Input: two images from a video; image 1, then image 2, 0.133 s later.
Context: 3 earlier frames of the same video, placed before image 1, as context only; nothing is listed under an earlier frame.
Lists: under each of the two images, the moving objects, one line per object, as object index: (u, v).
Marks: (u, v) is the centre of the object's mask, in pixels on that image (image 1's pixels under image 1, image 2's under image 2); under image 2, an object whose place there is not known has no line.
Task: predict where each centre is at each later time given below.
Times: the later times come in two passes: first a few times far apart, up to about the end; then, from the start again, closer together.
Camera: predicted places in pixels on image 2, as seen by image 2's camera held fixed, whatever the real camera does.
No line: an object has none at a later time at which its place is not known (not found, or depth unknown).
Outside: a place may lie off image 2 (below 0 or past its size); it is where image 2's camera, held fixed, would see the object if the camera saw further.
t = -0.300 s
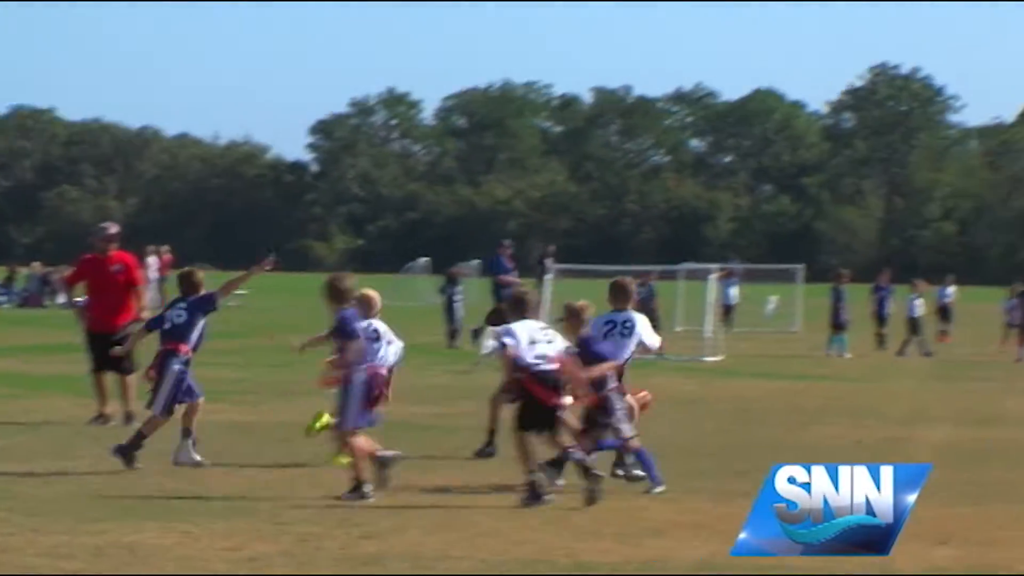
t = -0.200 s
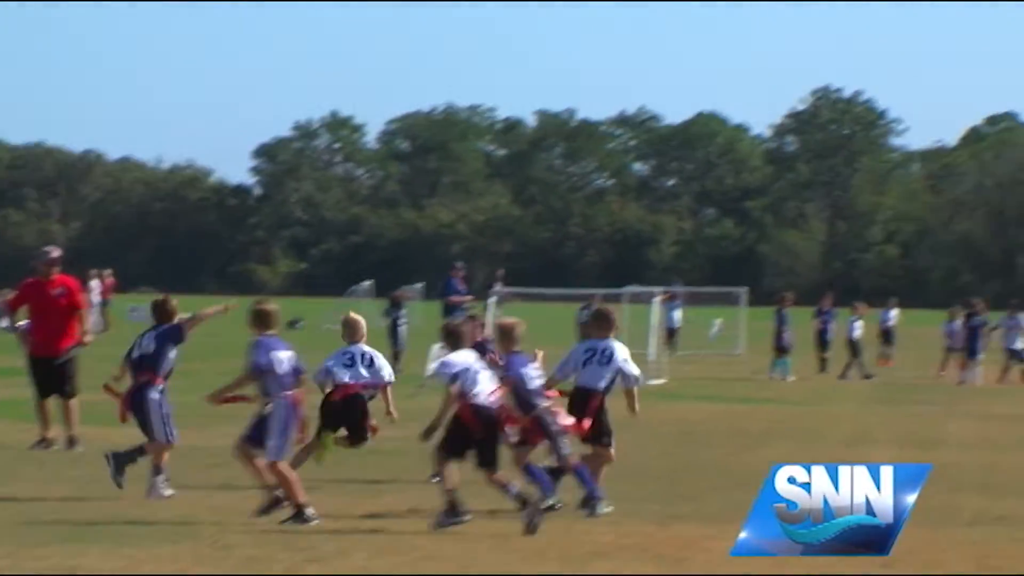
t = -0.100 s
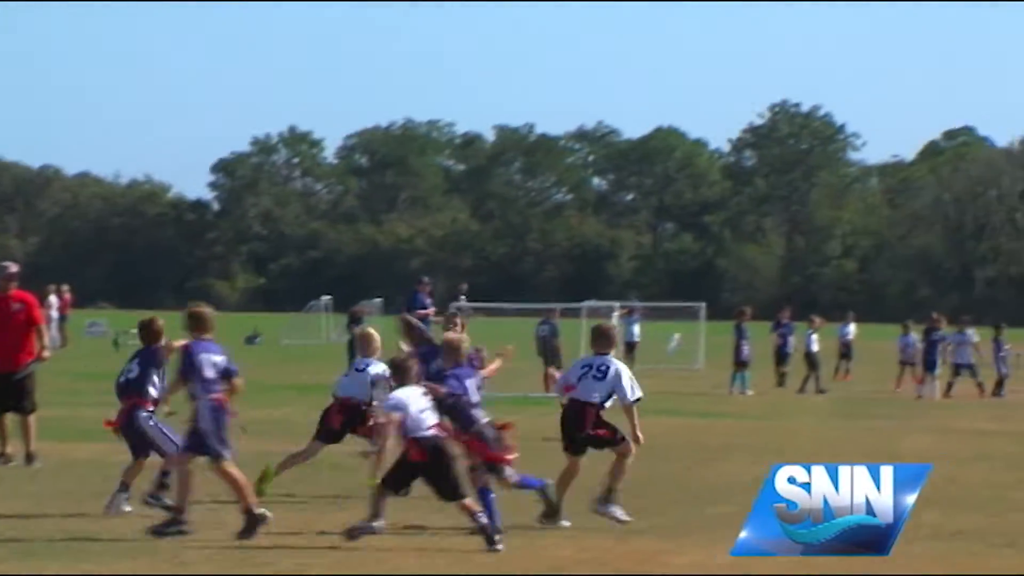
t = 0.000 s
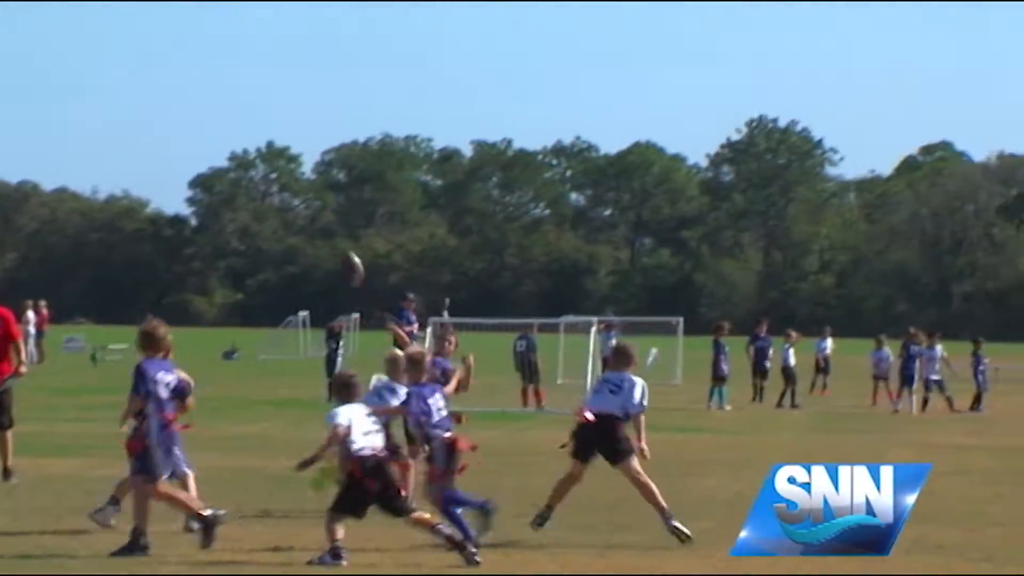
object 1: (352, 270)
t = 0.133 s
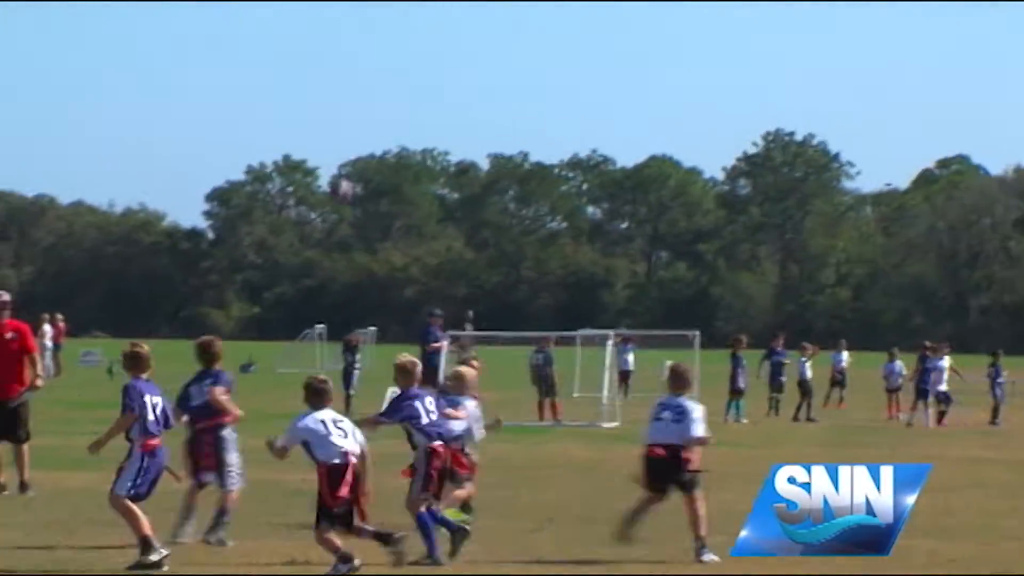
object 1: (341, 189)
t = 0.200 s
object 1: (328, 156)
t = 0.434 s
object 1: (282, 80)
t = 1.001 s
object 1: (176, 220)
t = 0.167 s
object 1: (333, 174)
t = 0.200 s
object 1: (328, 156)
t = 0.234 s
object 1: (321, 140)
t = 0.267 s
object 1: (315, 126)
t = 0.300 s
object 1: (309, 113)
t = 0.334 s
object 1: (302, 103)
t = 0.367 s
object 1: (297, 92)
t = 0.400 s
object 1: (290, 84)
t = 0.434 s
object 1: (282, 80)
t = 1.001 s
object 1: (176, 220)
